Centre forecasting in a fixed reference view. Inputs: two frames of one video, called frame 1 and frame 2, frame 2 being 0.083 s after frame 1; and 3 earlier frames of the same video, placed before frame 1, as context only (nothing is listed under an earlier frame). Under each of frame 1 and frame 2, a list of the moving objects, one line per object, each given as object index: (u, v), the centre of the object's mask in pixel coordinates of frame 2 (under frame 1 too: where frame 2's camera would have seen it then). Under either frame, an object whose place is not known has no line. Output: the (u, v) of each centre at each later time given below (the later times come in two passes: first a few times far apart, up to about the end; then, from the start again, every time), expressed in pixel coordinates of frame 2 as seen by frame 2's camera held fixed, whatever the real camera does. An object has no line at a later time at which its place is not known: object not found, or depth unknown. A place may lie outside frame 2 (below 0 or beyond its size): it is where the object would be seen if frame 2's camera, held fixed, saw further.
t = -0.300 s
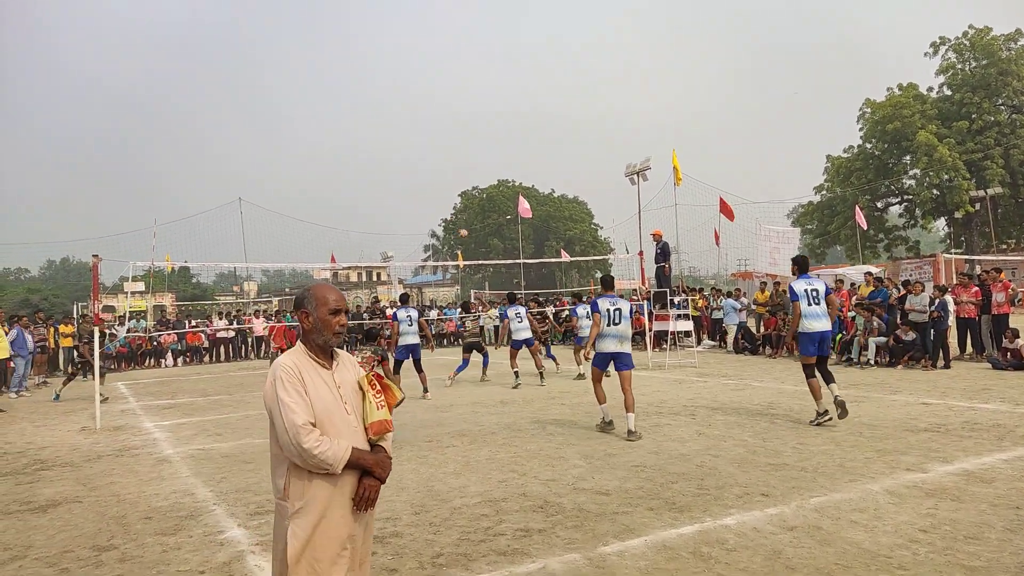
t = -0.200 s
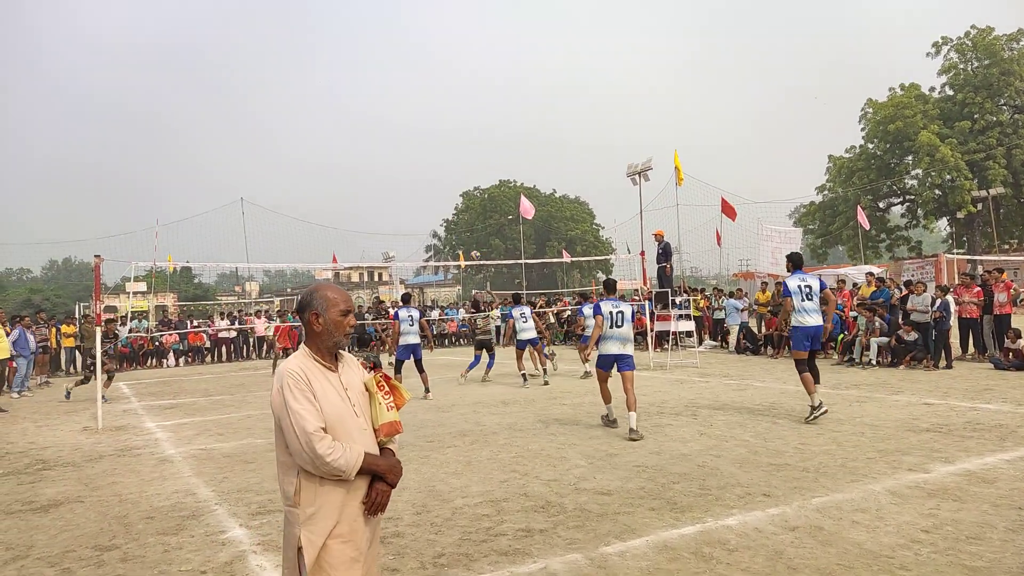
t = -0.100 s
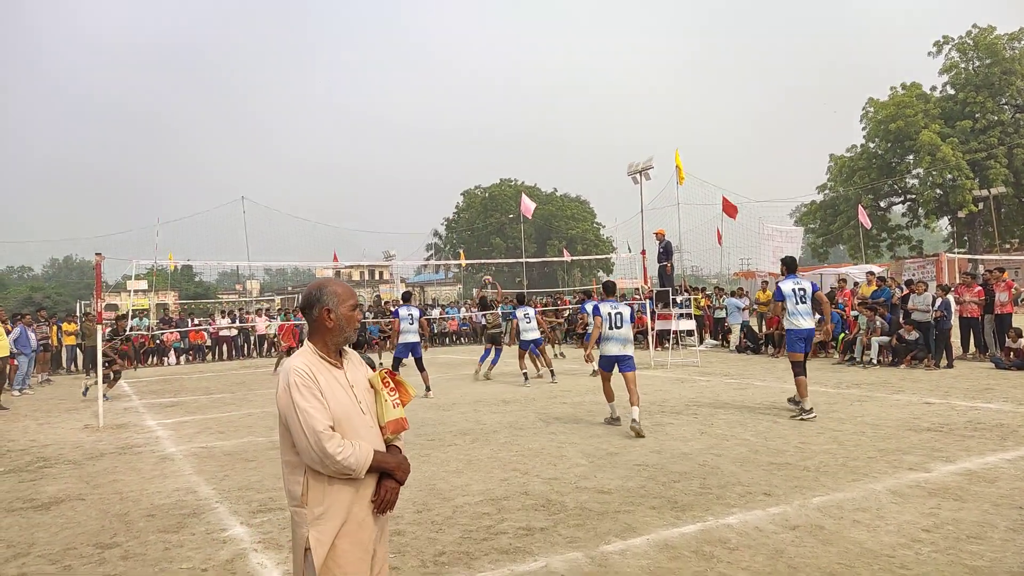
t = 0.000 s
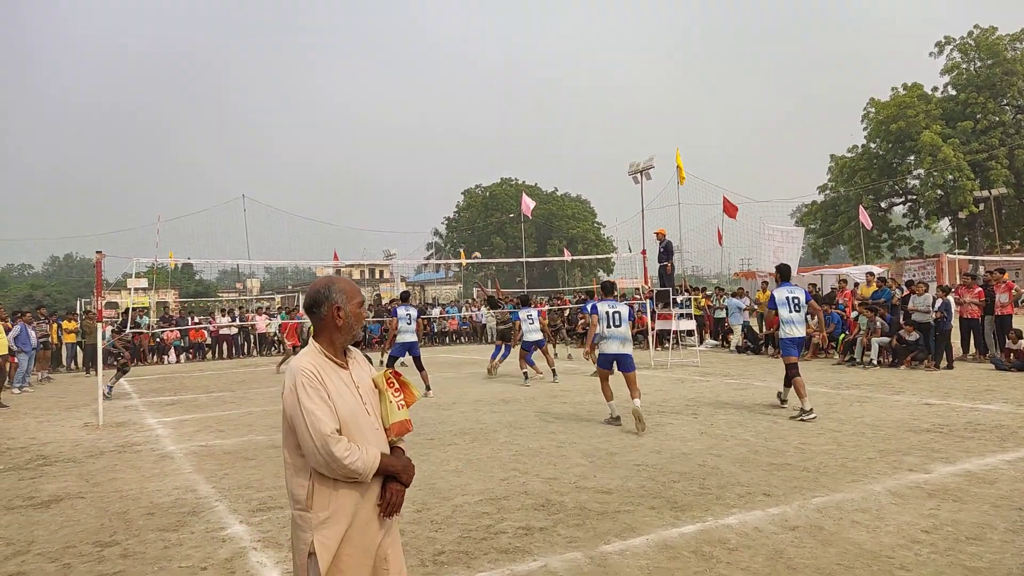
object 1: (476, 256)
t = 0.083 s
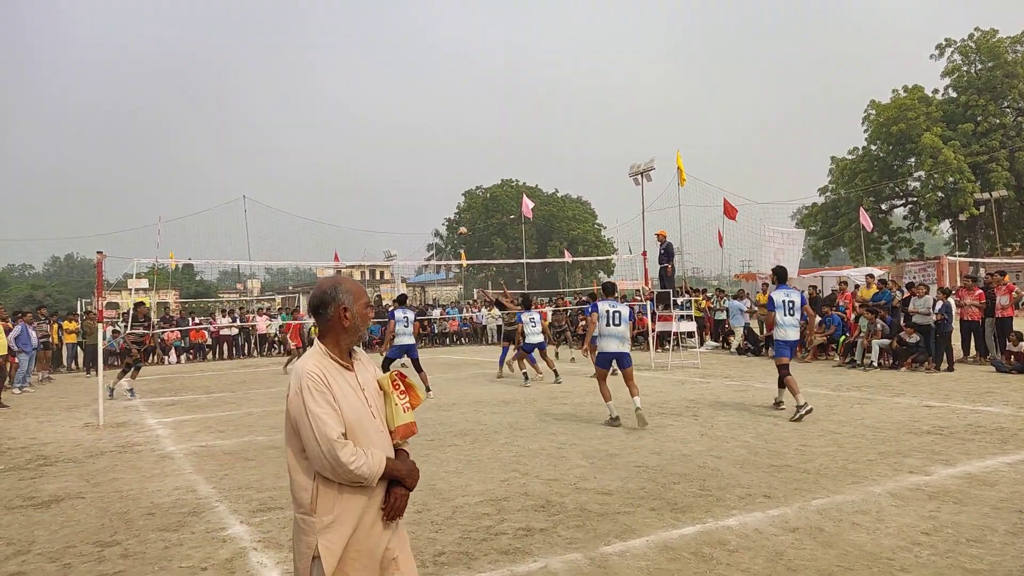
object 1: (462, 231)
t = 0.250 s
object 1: (432, 188)
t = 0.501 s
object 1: (397, 143)
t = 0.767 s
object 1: (351, 129)
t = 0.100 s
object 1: (459, 226)
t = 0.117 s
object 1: (456, 220)
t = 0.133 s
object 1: (453, 216)
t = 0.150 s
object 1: (449, 212)
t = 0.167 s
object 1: (447, 208)
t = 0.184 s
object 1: (444, 203)
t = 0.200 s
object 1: (441, 199)
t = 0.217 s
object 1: (438, 195)
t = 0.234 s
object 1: (435, 191)
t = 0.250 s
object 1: (432, 188)
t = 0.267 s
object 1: (430, 184)
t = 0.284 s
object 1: (427, 180)
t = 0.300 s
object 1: (424, 177)
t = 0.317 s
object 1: (422, 174)
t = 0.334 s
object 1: (419, 171)
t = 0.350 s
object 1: (417, 167)
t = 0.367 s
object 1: (414, 163)
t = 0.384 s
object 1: (411, 160)
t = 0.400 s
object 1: (409, 157)
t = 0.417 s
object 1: (407, 154)
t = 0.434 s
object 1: (406, 152)
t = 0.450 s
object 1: (404, 149)
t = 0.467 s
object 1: (402, 147)
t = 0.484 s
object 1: (399, 145)
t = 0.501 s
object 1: (397, 143)
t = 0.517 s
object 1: (395, 143)
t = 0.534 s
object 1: (393, 142)
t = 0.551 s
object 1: (390, 140)
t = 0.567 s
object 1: (387, 139)
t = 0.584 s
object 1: (384, 139)
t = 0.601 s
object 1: (381, 137)
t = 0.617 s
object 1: (378, 136)
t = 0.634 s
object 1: (374, 134)
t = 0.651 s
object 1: (371, 133)
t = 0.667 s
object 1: (368, 132)
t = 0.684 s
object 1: (365, 131)
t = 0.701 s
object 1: (362, 130)
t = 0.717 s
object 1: (359, 129)
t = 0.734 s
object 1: (356, 129)
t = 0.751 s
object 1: (354, 129)
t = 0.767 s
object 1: (351, 129)
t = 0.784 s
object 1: (348, 128)
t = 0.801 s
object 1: (346, 129)
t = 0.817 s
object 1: (343, 129)
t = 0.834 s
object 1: (341, 130)
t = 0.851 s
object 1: (339, 131)
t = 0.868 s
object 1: (336, 132)
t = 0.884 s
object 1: (335, 133)
